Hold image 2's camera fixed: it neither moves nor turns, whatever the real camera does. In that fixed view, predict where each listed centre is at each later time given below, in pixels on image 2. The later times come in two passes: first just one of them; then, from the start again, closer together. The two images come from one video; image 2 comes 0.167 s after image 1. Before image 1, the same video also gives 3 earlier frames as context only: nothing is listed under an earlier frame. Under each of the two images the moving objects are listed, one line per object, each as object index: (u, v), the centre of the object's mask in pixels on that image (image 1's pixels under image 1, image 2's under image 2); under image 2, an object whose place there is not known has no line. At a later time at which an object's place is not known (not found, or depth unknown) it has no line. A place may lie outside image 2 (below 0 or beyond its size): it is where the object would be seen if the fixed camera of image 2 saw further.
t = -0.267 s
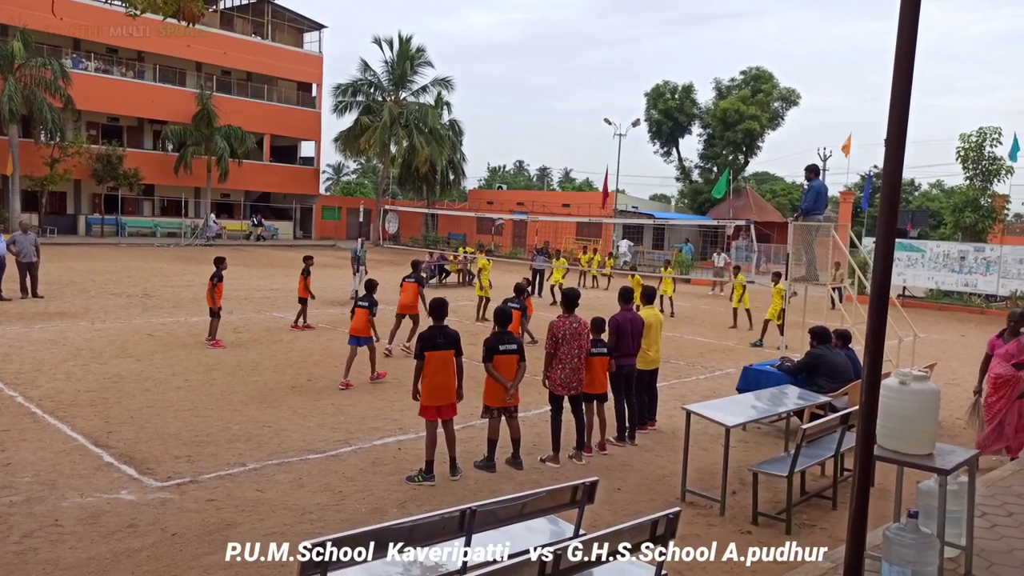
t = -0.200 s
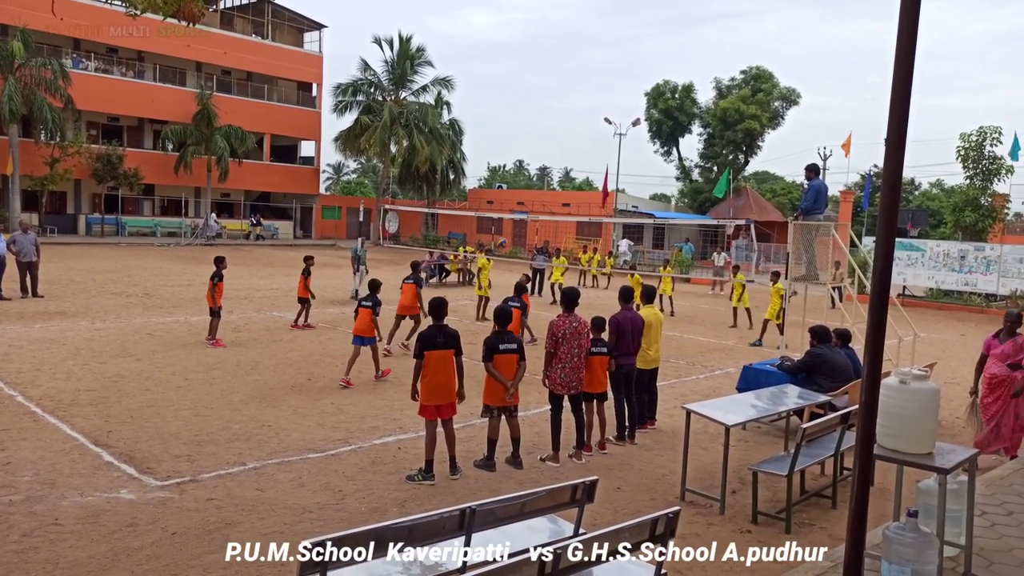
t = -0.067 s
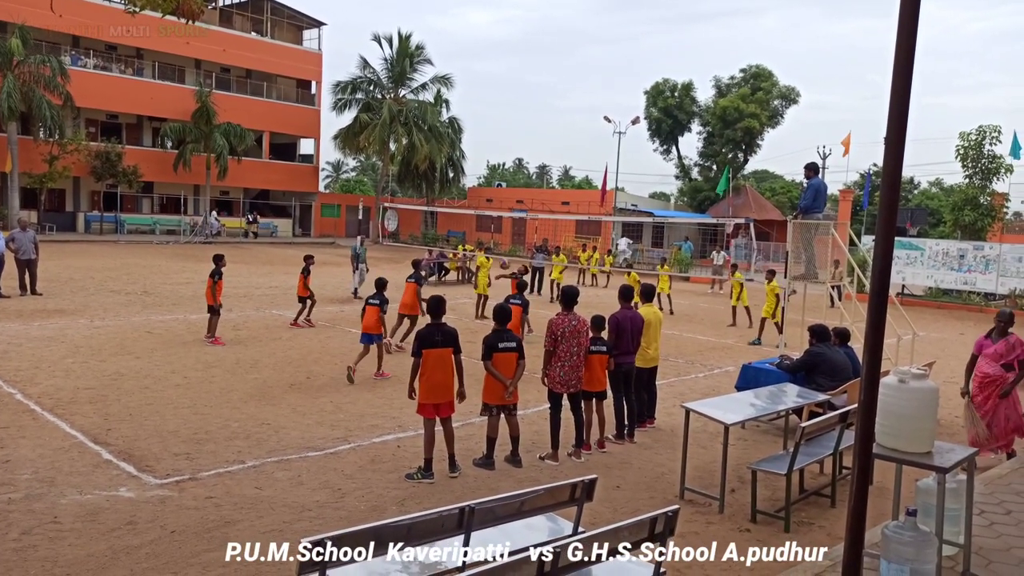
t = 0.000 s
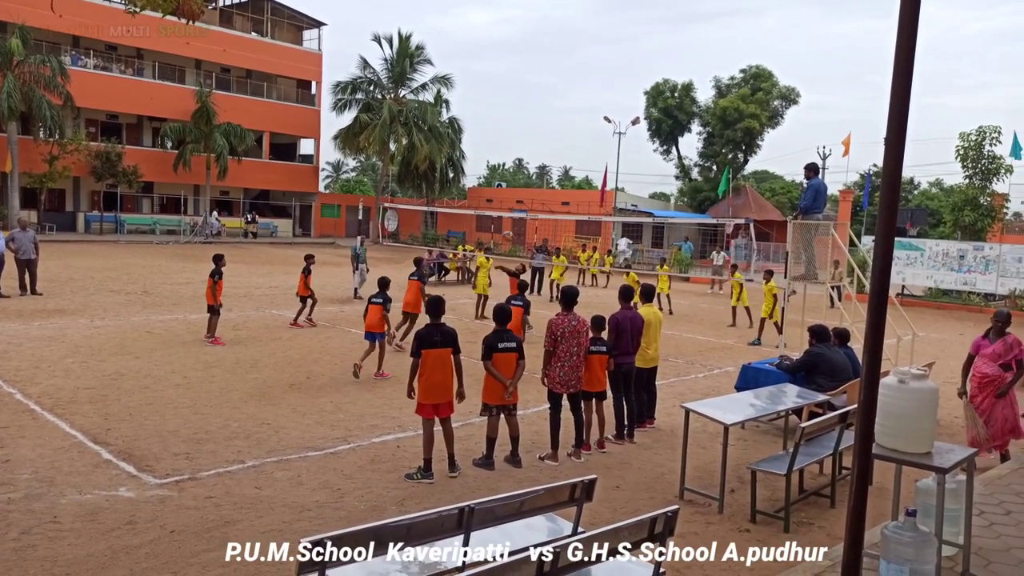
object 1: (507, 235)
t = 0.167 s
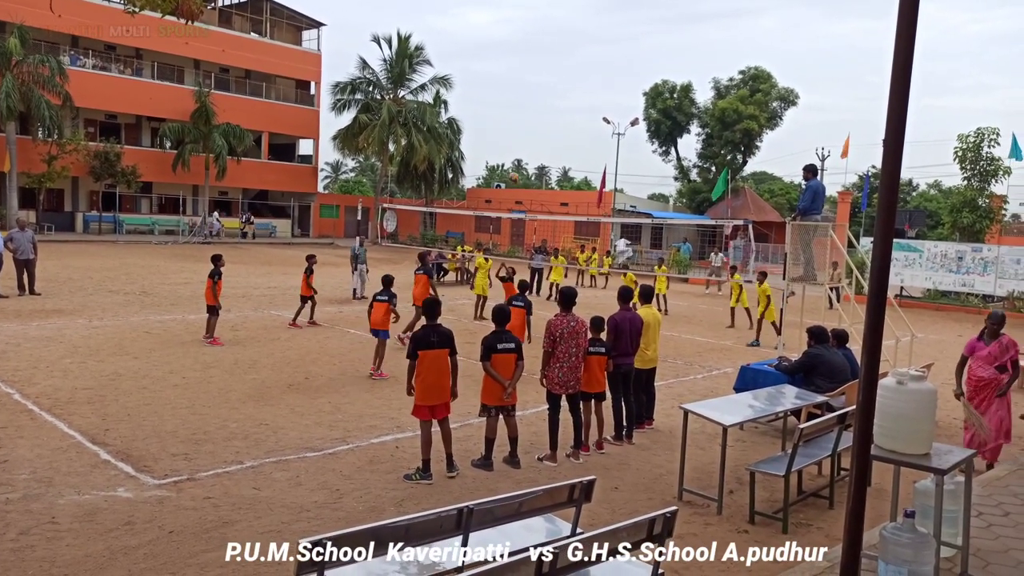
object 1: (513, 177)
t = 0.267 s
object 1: (517, 149)
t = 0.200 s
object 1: (516, 166)
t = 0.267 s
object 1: (517, 149)
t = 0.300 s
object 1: (518, 140)
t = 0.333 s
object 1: (519, 133)
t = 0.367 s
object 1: (520, 125)
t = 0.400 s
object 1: (521, 119)
